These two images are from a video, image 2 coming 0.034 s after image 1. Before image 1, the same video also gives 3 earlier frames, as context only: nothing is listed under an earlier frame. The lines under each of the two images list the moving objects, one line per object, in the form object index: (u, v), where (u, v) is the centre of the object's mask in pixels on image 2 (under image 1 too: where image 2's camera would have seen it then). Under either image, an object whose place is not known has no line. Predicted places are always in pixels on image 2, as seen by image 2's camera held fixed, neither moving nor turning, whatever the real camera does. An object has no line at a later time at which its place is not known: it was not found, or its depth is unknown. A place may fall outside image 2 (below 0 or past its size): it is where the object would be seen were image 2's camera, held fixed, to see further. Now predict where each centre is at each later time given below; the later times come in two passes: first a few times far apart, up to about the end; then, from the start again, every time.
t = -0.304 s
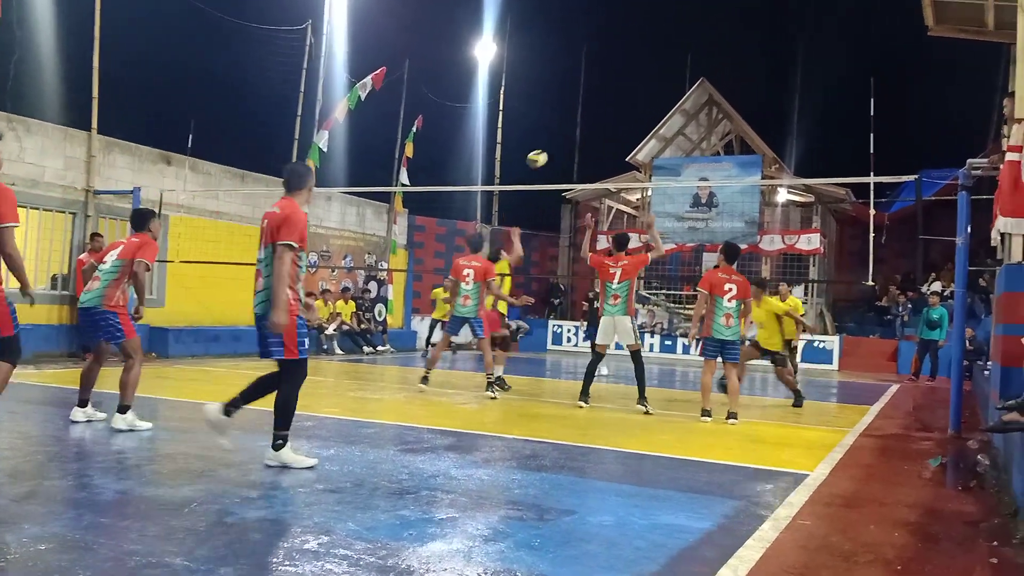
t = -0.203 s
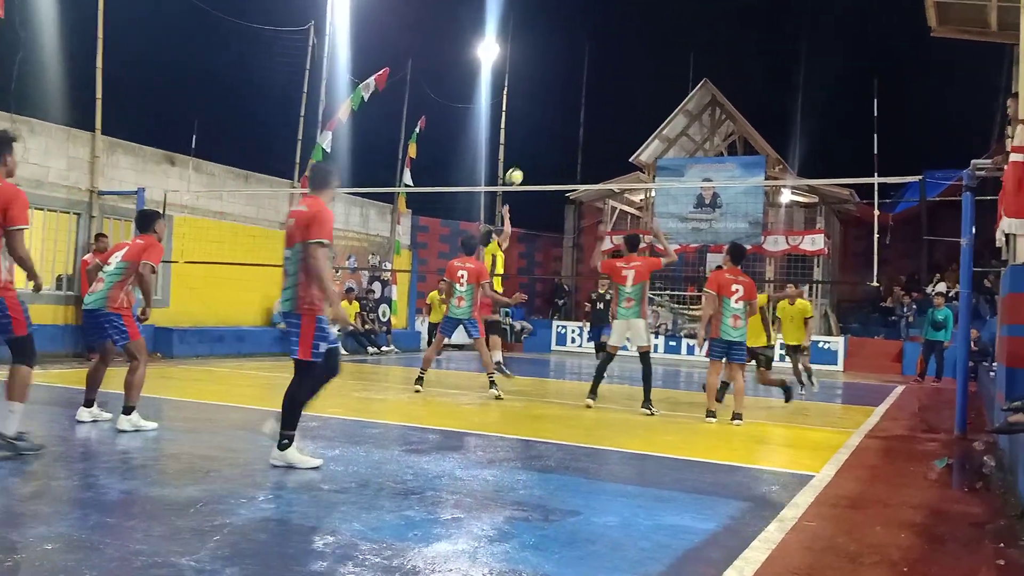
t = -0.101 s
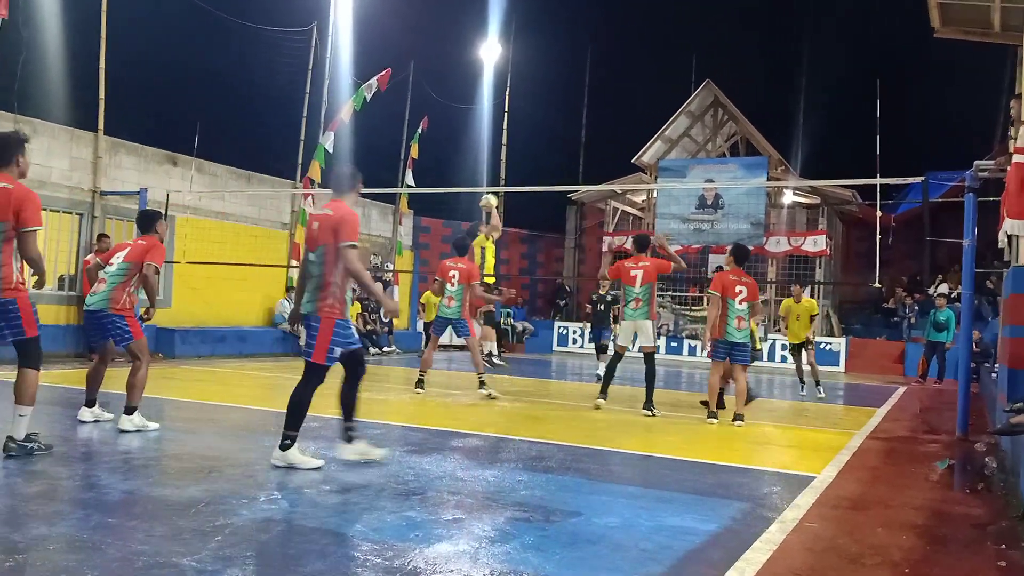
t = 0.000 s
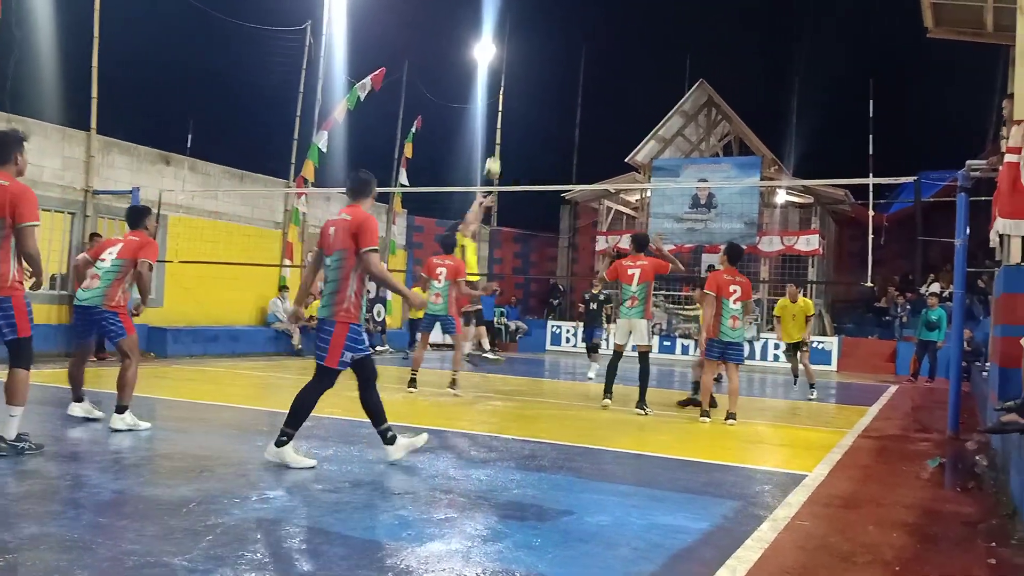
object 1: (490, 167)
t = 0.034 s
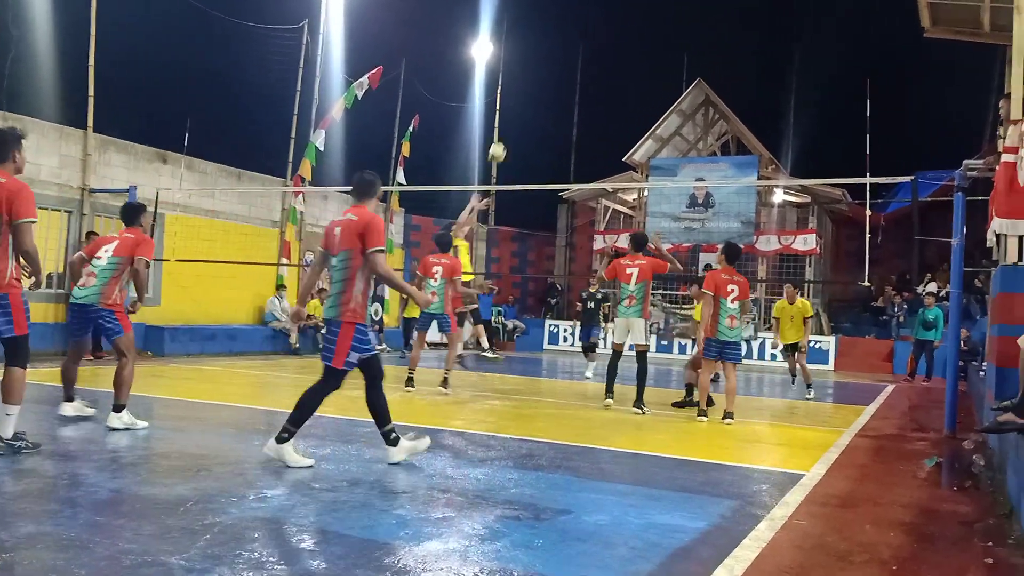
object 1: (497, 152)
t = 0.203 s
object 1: (532, 96)
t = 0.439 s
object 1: (579, 53)
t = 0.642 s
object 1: (620, 52)
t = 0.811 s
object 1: (652, 77)
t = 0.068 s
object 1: (504, 139)
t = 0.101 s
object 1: (511, 129)
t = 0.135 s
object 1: (518, 116)
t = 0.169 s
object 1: (525, 106)
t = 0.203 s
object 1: (532, 96)
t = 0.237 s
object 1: (538, 87)
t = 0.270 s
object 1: (545, 80)
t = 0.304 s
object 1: (552, 73)
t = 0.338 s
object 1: (558, 66)
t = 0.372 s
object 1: (565, 61)
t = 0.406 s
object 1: (572, 57)
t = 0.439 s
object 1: (579, 53)
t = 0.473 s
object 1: (587, 51)
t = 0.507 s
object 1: (593, 49)
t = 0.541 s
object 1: (600, 48)
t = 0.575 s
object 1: (607, 49)
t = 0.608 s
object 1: (613, 50)
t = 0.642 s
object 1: (620, 52)
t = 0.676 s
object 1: (626, 55)
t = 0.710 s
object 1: (633, 59)
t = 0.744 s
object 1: (639, 64)
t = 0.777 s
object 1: (646, 70)
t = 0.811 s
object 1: (652, 77)
